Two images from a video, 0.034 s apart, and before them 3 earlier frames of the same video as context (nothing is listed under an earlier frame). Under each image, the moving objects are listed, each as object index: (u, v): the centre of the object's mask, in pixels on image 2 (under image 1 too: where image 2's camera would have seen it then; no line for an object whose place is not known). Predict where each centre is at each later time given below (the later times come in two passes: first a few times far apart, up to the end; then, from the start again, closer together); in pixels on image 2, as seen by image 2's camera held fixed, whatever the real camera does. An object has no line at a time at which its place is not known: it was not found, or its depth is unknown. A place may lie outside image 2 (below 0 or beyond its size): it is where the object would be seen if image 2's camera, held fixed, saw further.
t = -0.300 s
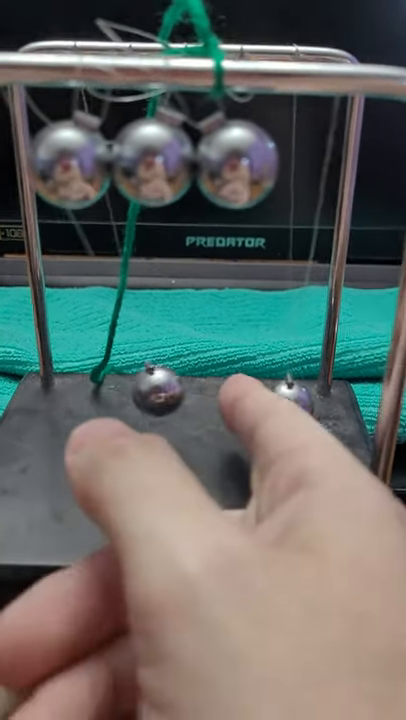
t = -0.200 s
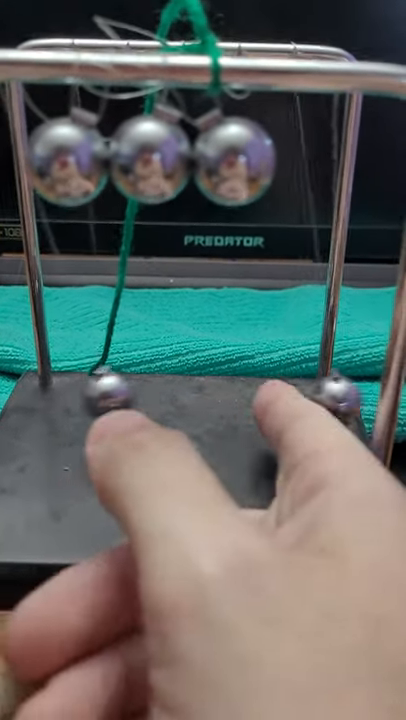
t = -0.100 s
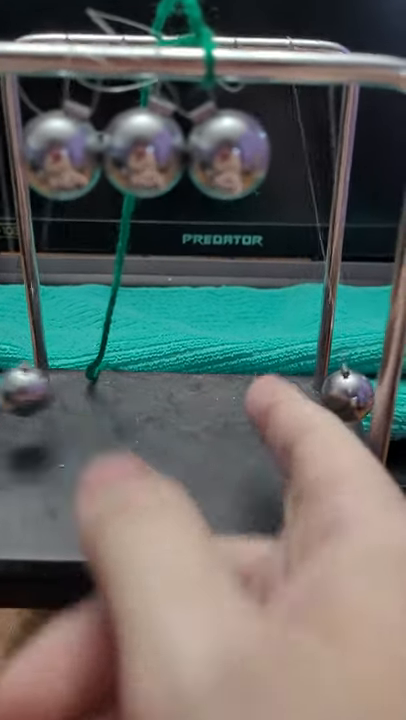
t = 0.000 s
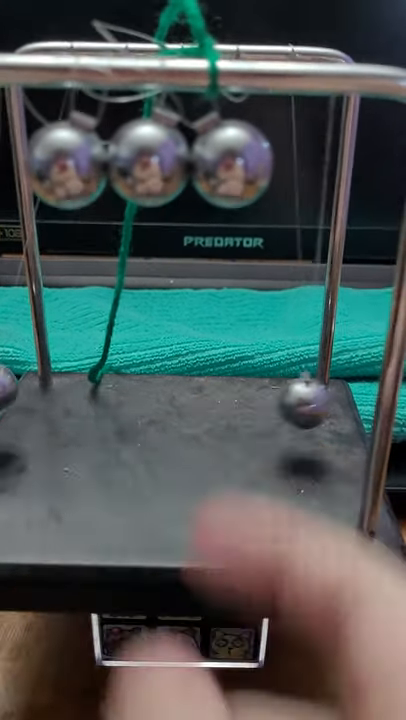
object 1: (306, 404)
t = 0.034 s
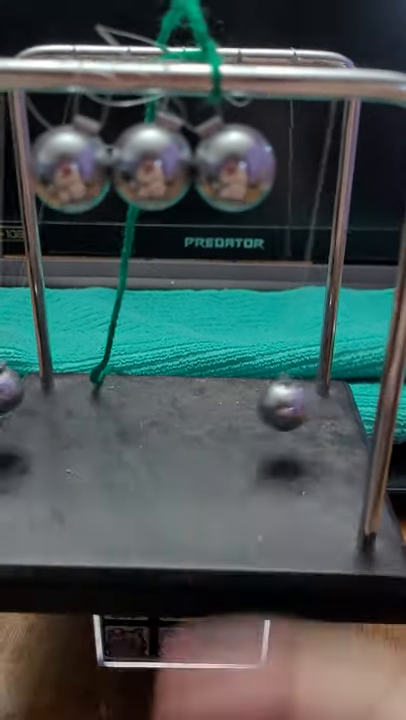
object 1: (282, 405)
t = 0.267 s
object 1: (236, 401)
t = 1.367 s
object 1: (249, 401)
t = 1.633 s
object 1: (287, 404)
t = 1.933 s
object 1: (299, 403)
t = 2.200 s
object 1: (238, 400)
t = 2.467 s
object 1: (356, 398)
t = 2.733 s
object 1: (212, 395)
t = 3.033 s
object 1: (355, 397)
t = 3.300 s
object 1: (239, 399)
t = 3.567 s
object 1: (295, 403)
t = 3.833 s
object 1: (319, 402)
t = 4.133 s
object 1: (241, 399)
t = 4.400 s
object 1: (357, 396)
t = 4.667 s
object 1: (207, 393)
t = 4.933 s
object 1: (350, 398)
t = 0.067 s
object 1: (262, 404)
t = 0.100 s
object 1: (243, 401)
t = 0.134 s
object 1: (228, 399)
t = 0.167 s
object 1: (220, 398)
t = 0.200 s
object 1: (218, 398)
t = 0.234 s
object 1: (224, 398)
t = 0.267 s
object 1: (236, 401)
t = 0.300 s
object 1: (253, 403)
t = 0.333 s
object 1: (273, 404)
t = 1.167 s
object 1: (355, 397)
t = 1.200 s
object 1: (349, 398)
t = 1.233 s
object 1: (336, 401)
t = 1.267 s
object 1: (318, 403)
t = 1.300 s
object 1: (293, 403)
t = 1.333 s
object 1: (270, 403)
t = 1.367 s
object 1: (249, 401)
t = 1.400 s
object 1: (231, 399)
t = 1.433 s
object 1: (219, 396)
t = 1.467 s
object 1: (214, 395)
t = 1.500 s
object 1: (217, 396)
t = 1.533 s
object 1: (228, 398)
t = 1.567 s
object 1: (243, 400)
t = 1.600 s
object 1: (264, 403)
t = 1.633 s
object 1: (287, 404)
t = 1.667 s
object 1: (308, 402)
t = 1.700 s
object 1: (330, 401)
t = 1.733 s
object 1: (346, 400)
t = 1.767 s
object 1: (355, 398)
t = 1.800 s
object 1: (358, 397)
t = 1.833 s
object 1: (353, 399)
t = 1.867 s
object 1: (340, 400)
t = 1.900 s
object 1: (323, 402)
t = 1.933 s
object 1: (299, 403)
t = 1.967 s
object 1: (275, 403)
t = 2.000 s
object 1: (252, 401)
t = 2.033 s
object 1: (233, 399)
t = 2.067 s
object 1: (219, 397)
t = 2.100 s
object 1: (213, 396)
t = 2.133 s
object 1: (214, 395)
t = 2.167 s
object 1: (222, 397)
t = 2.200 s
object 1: (238, 400)
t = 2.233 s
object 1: (258, 402)
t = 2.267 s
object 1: (281, 404)
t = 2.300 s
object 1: (306, 403)
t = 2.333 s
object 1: (327, 402)
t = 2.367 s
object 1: (344, 399)
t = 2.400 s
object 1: (354, 398)
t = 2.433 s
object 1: (357, 397)
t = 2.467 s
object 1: (356, 398)
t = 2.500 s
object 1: (346, 399)
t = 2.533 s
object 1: (328, 402)
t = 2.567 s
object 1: (304, 403)
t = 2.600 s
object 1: (280, 402)
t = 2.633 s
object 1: (256, 401)
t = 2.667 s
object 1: (235, 399)
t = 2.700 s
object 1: (221, 397)
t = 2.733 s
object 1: (212, 395)
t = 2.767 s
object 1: (212, 395)
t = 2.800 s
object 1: (218, 396)
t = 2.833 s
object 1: (233, 398)
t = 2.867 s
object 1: (252, 400)
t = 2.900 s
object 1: (276, 402)
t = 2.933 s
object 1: (300, 403)
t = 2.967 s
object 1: (324, 402)
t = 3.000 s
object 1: (343, 399)
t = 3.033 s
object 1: (355, 397)
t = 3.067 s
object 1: (359, 396)
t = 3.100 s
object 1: (358, 397)
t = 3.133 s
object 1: (351, 398)
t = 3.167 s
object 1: (334, 401)
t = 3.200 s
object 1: (311, 402)
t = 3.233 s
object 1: (286, 402)
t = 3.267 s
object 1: (261, 401)
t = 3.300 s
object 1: (239, 399)
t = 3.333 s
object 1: (222, 396)
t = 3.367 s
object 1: (212, 394)
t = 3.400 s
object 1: (210, 394)
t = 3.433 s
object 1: (214, 395)
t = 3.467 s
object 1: (227, 397)
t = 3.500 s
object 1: (247, 400)
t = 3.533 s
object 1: (270, 402)
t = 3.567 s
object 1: (295, 403)
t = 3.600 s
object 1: (320, 402)
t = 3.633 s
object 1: (340, 399)
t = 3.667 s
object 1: (354, 397)
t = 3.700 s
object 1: (359, 396)
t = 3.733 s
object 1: (359, 396)
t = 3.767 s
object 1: (355, 397)
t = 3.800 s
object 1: (339, 399)
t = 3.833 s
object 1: (319, 402)
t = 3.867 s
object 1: (292, 403)
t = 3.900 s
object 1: (266, 402)
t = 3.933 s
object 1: (242, 399)
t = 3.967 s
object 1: (224, 397)
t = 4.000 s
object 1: (212, 395)
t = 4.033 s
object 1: (208, 394)
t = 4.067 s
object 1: (211, 394)
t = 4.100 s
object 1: (223, 396)
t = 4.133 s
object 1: (241, 399)
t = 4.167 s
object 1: (263, 401)
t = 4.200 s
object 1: (290, 402)
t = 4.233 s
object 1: (316, 402)
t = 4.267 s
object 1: (337, 400)
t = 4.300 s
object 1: (352, 398)
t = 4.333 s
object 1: (359, 395)
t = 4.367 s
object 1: (360, 395)
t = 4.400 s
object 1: (357, 396)
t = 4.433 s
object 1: (344, 398)
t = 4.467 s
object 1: (325, 401)
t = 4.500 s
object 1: (299, 402)
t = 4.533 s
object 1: (271, 402)
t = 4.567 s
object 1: (246, 399)
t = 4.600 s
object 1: (227, 397)
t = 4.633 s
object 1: (213, 395)
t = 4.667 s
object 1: (207, 393)
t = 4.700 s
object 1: (208, 394)
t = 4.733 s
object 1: (219, 396)
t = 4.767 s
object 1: (235, 398)
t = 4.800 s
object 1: (257, 400)
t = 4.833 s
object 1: (284, 402)
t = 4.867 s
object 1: (310, 401)
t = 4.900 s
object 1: (333, 400)
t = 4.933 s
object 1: (350, 398)
